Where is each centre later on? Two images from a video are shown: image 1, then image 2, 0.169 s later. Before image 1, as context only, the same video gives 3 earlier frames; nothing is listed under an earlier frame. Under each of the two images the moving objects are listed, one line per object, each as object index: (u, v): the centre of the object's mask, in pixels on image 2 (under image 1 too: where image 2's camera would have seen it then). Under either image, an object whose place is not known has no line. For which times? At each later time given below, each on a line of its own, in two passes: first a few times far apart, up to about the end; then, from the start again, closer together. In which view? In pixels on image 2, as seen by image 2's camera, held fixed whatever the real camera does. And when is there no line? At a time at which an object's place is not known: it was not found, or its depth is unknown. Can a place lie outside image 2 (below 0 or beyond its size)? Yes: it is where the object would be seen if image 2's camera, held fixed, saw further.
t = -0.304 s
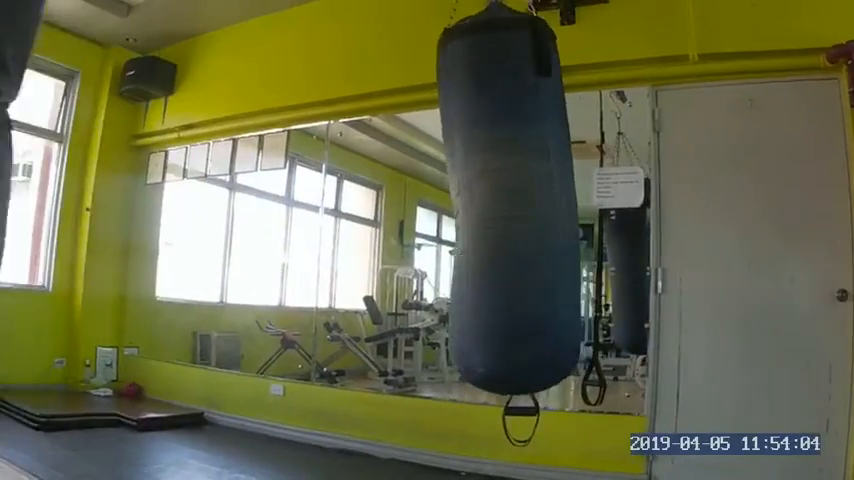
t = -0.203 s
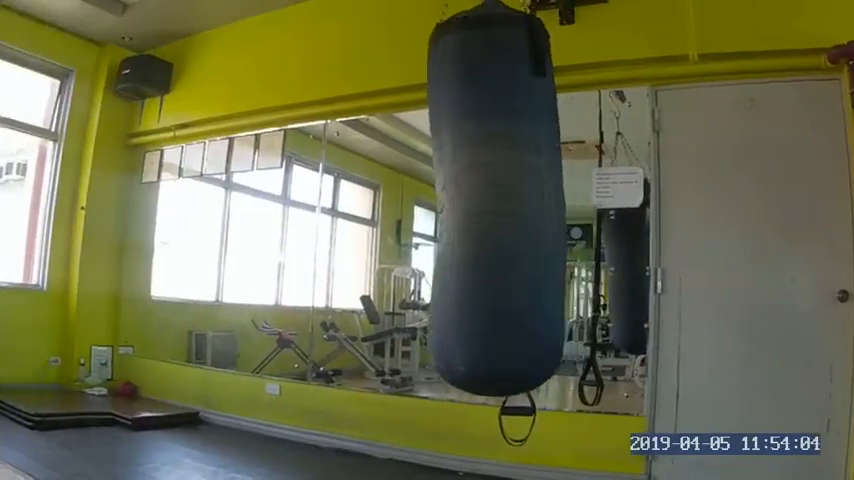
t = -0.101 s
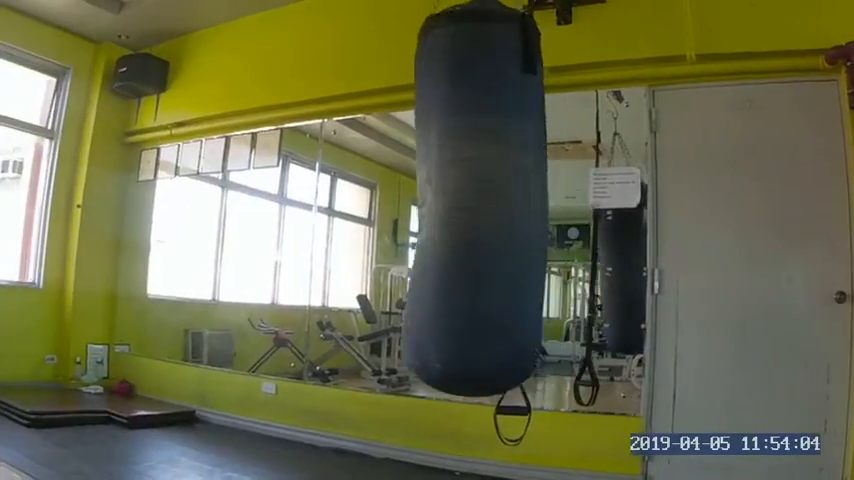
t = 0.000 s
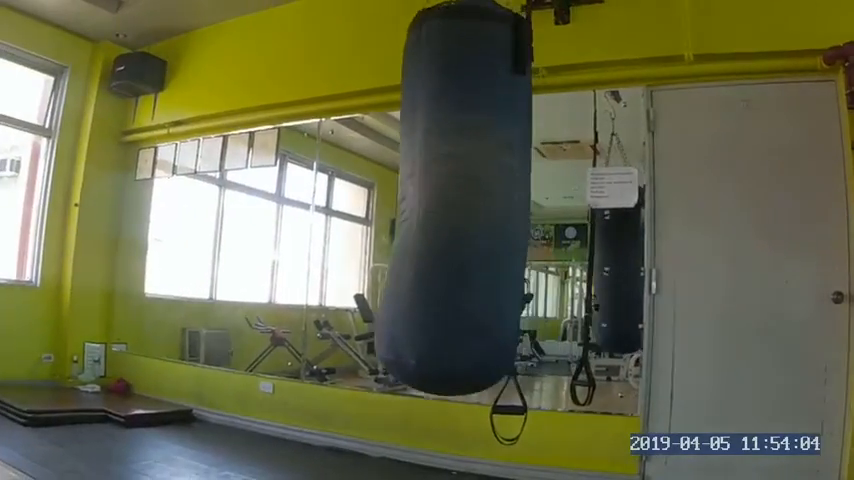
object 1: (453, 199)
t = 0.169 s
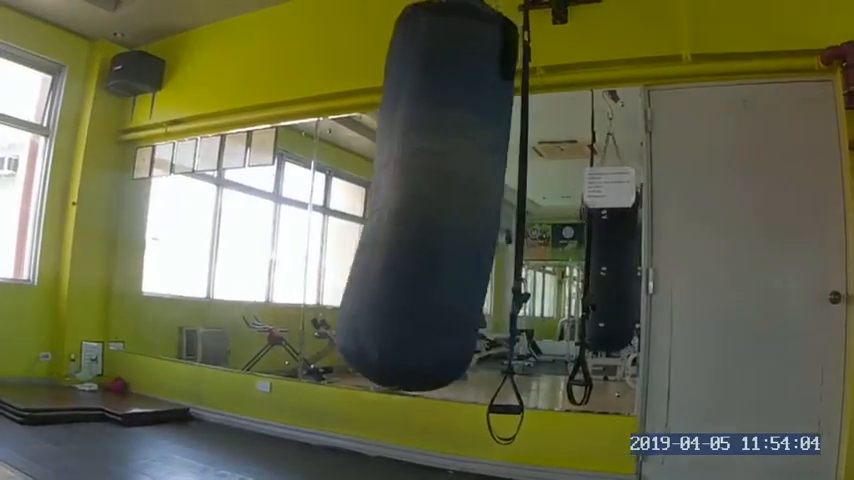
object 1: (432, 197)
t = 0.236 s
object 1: (423, 196)
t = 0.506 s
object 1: (410, 193)
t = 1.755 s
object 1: (519, 201)
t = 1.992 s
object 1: (506, 203)
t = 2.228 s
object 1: (475, 202)
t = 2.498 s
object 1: (434, 197)
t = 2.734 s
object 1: (410, 194)
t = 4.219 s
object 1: (515, 203)
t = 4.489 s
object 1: (484, 204)
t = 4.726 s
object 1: (447, 202)
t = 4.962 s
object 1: (416, 196)
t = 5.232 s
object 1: (408, 194)
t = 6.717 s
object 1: (497, 204)
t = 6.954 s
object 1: (464, 202)
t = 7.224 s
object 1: (425, 198)
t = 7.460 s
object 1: (408, 193)
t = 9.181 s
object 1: (477, 206)
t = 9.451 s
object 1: (439, 200)
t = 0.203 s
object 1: (427, 196)
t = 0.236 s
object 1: (423, 196)
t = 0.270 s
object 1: (419, 195)
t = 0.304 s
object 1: (415, 194)
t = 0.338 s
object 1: (413, 193)
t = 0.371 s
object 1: (412, 193)
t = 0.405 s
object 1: (411, 193)
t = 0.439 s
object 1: (410, 193)
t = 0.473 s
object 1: (410, 193)
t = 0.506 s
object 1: (410, 193)
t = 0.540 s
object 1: (410, 194)
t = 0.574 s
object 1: (411, 194)
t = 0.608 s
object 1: (412, 194)
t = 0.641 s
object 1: (414, 194)
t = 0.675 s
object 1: (416, 195)
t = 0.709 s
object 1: (419, 196)
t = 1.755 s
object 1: (519, 201)
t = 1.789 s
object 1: (519, 201)
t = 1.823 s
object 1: (518, 201)
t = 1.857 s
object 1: (517, 202)
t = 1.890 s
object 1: (515, 202)
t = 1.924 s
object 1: (512, 203)
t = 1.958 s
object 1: (509, 202)
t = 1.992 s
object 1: (506, 203)
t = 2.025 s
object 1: (503, 202)
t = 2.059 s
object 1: (499, 203)
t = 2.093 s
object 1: (494, 202)
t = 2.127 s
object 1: (490, 203)
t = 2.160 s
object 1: (485, 203)
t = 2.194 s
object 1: (480, 202)
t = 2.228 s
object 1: (475, 202)
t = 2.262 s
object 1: (470, 202)
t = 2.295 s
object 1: (465, 202)
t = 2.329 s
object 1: (460, 199)
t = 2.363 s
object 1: (455, 198)
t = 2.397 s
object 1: (448, 199)
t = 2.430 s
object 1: (443, 198)
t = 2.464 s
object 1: (438, 197)
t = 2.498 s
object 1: (434, 197)
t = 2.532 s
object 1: (429, 197)
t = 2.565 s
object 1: (425, 196)
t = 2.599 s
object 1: (421, 195)
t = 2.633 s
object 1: (417, 195)
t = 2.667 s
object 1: (414, 194)
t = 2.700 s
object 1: (412, 195)
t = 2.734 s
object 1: (410, 194)
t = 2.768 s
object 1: (409, 194)
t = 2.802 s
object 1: (408, 194)
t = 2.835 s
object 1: (408, 194)
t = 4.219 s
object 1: (515, 203)
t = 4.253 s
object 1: (513, 204)
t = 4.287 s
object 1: (509, 204)
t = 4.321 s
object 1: (506, 204)
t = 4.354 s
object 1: (502, 204)
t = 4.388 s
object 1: (499, 204)
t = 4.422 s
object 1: (494, 204)
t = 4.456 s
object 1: (489, 204)
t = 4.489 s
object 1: (484, 204)
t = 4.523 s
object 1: (479, 204)
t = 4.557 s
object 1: (474, 204)
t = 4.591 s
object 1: (469, 204)
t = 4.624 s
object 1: (465, 202)
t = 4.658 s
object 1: (458, 202)
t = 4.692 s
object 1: (452, 202)
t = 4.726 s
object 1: (447, 202)
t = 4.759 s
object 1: (443, 200)
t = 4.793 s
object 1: (437, 199)
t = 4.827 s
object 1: (433, 198)
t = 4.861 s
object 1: (428, 198)
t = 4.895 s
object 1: (424, 197)
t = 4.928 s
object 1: (420, 196)
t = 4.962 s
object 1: (416, 196)
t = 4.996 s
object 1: (413, 195)
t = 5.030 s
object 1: (411, 194)
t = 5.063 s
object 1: (409, 194)
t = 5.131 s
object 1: (407, 193)
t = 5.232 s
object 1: (408, 194)
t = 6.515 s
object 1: (517, 203)
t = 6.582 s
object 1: (511, 203)
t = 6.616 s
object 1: (508, 203)
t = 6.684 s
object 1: (502, 203)
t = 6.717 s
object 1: (497, 204)
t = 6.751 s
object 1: (492, 204)
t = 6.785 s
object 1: (488, 204)
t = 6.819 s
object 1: (483, 204)
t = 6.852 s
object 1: (478, 204)
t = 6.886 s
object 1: (474, 205)
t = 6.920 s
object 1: (469, 203)
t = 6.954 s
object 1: (464, 202)
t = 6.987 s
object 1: (458, 203)
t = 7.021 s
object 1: (453, 202)
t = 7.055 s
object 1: (448, 201)
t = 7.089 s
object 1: (443, 201)
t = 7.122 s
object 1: (438, 200)
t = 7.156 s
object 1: (433, 199)
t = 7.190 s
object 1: (429, 199)
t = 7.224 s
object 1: (425, 198)
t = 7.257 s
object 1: (421, 197)
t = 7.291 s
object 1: (418, 196)
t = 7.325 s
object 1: (415, 195)
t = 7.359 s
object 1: (413, 195)
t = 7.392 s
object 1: (410, 194)
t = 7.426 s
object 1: (409, 194)
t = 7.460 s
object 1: (408, 193)
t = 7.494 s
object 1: (408, 193)
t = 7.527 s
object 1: (408, 193)
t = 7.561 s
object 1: (409, 193)
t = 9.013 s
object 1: (499, 204)
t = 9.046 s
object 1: (495, 204)
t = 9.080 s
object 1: (490, 205)
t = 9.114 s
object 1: (486, 205)
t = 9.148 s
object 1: (481, 205)
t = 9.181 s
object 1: (477, 206)
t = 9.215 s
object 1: (473, 204)
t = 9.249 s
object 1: (468, 202)
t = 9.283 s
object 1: (462, 203)
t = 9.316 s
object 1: (458, 203)
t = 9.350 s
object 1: (453, 203)
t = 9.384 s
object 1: (448, 202)
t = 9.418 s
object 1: (444, 201)
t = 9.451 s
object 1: (439, 200)
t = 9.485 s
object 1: (435, 199)
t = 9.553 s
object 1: (427, 198)
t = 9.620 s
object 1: (421, 197)
